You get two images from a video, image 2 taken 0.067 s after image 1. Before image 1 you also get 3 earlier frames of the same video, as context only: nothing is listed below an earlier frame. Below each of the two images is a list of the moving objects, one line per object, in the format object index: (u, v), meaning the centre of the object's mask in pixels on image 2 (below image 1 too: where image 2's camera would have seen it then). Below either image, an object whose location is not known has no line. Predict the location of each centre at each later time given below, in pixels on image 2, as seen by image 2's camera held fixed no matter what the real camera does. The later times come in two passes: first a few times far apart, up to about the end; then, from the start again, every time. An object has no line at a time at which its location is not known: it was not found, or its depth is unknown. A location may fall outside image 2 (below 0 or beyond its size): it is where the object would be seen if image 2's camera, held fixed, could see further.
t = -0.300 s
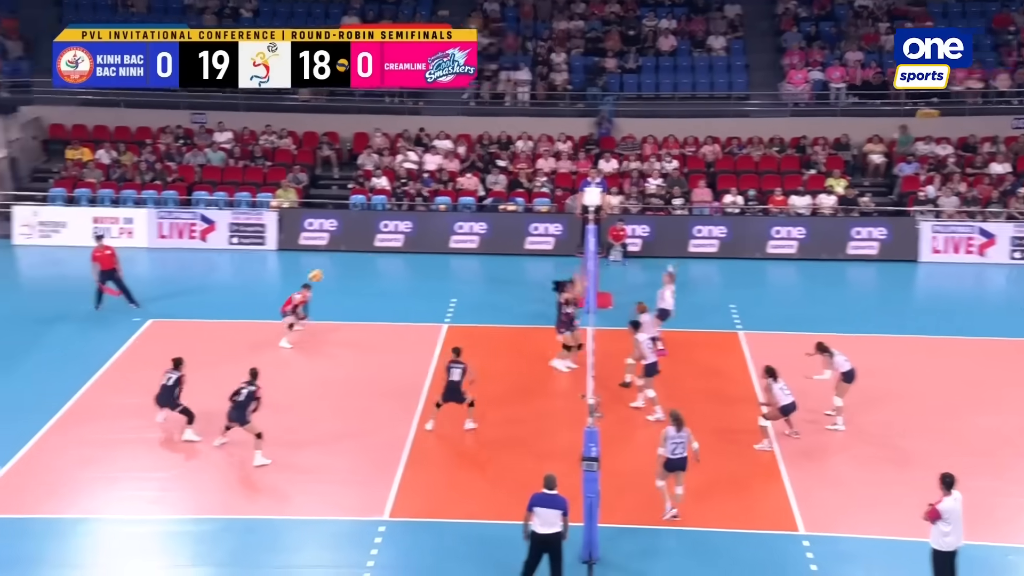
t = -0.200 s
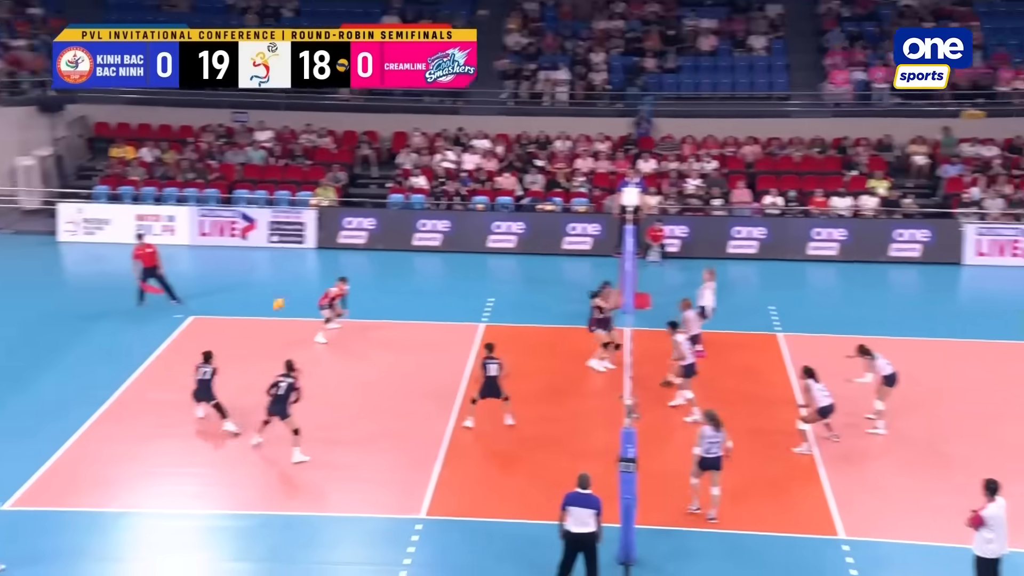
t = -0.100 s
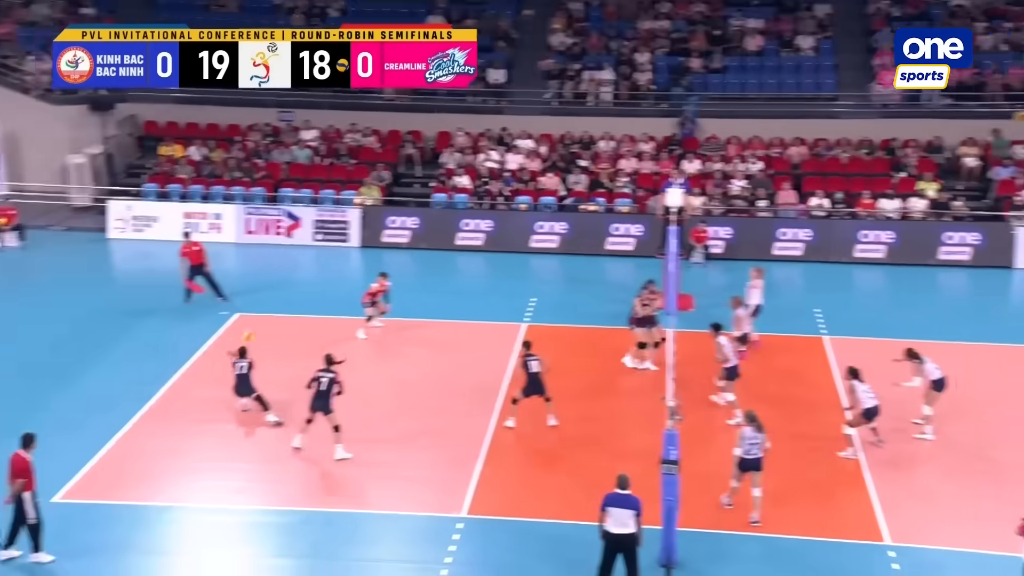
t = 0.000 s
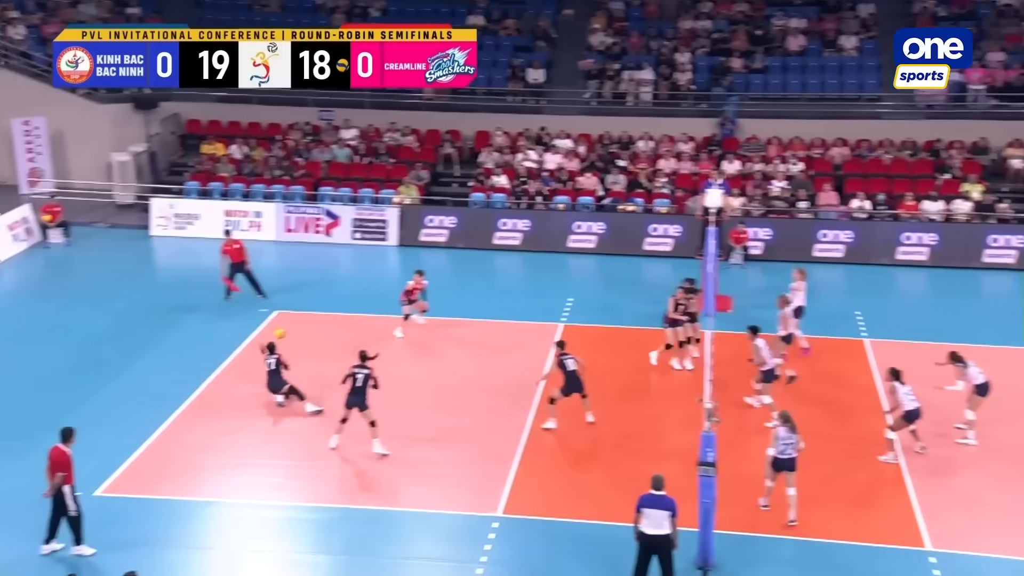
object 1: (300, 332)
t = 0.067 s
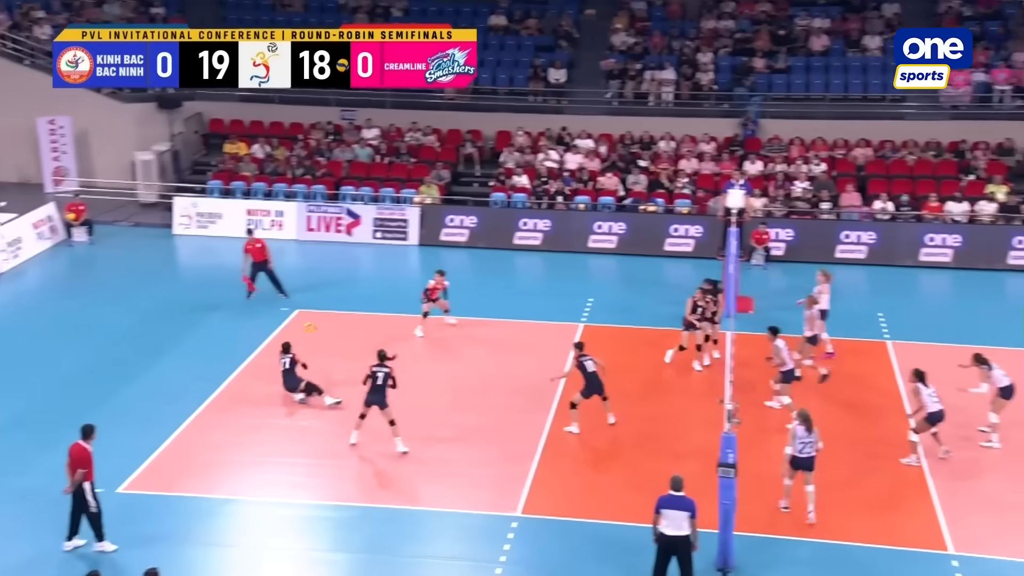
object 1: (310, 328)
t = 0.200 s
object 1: (327, 324)
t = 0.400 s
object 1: (351, 337)
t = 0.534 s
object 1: (360, 316)
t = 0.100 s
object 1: (314, 326)
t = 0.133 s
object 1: (320, 325)
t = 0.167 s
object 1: (325, 324)
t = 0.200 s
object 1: (327, 324)
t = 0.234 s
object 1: (331, 324)
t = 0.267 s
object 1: (335, 325)
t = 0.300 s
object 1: (339, 327)
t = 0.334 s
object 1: (344, 330)
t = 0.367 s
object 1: (348, 333)
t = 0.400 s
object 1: (351, 337)
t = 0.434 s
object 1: (354, 332)
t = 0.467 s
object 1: (355, 326)
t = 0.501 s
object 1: (357, 321)
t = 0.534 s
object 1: (360, 316)
